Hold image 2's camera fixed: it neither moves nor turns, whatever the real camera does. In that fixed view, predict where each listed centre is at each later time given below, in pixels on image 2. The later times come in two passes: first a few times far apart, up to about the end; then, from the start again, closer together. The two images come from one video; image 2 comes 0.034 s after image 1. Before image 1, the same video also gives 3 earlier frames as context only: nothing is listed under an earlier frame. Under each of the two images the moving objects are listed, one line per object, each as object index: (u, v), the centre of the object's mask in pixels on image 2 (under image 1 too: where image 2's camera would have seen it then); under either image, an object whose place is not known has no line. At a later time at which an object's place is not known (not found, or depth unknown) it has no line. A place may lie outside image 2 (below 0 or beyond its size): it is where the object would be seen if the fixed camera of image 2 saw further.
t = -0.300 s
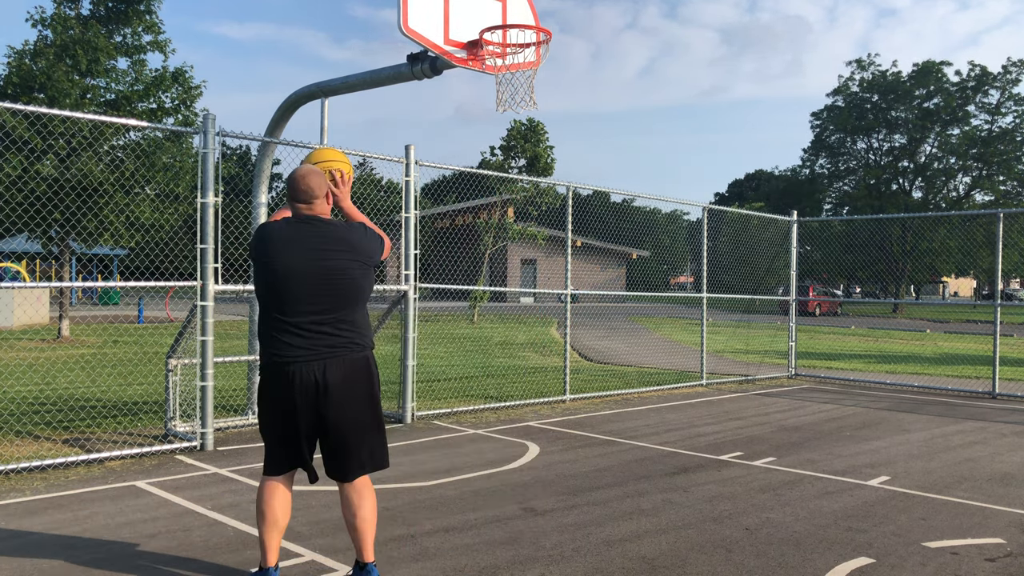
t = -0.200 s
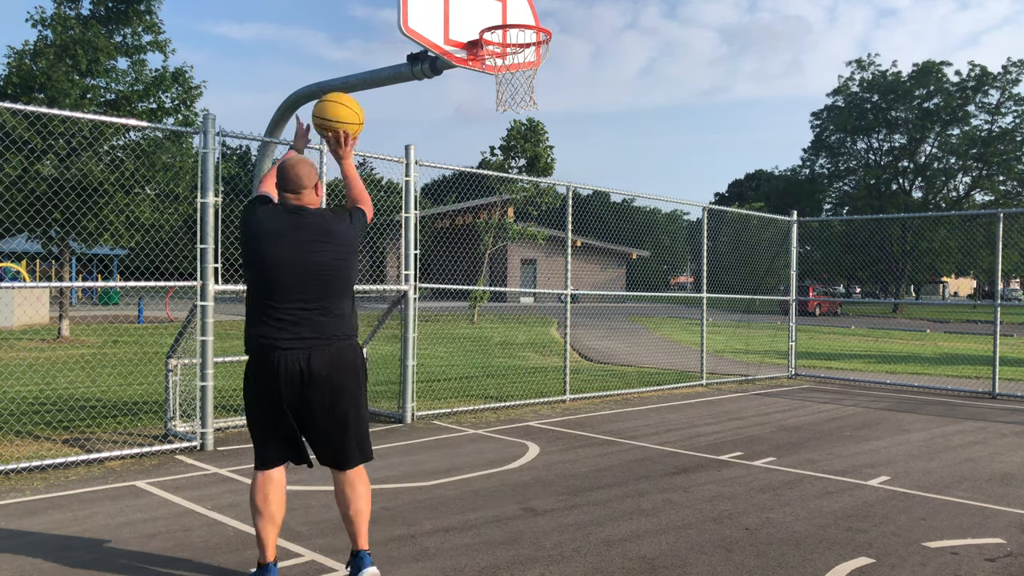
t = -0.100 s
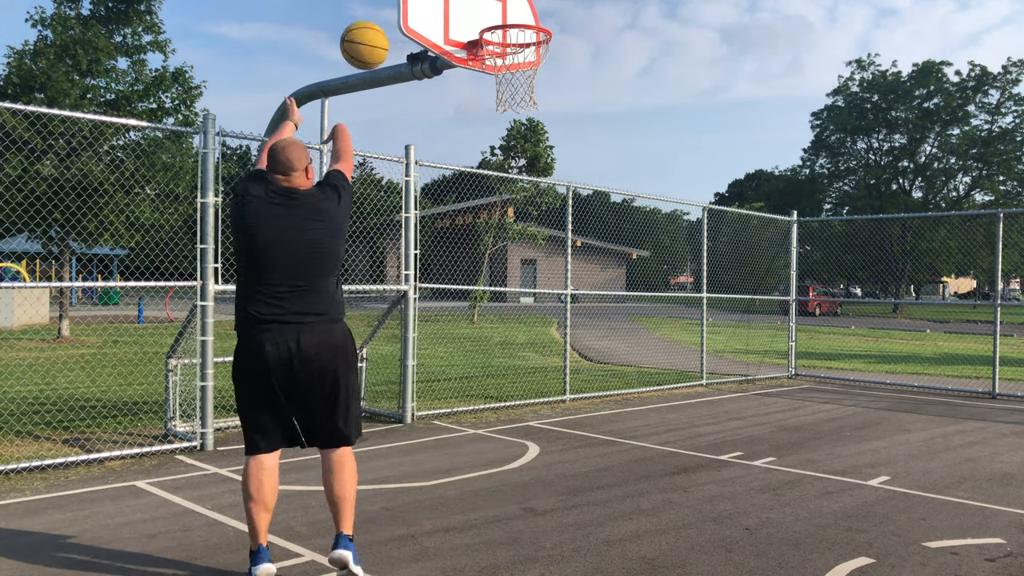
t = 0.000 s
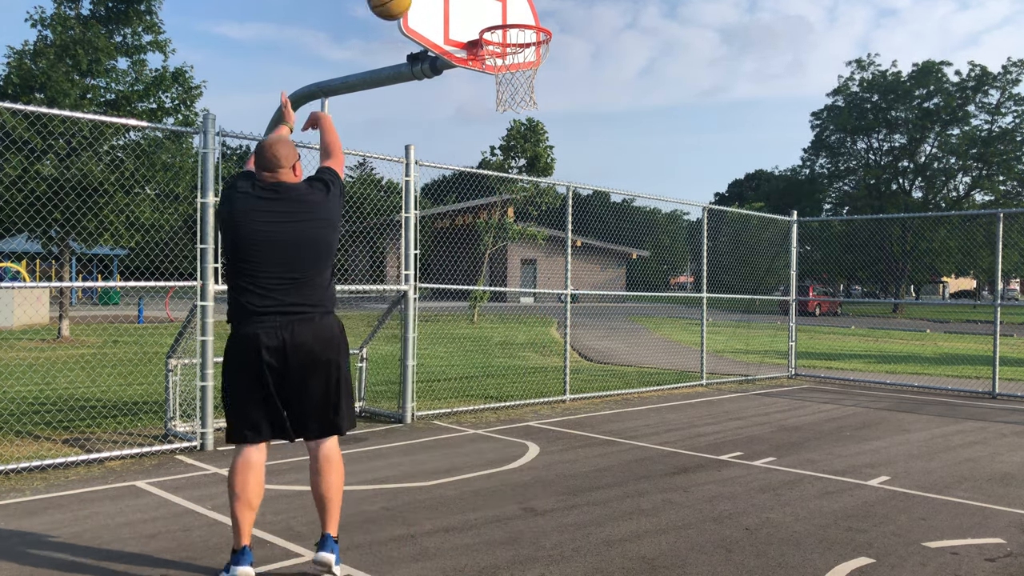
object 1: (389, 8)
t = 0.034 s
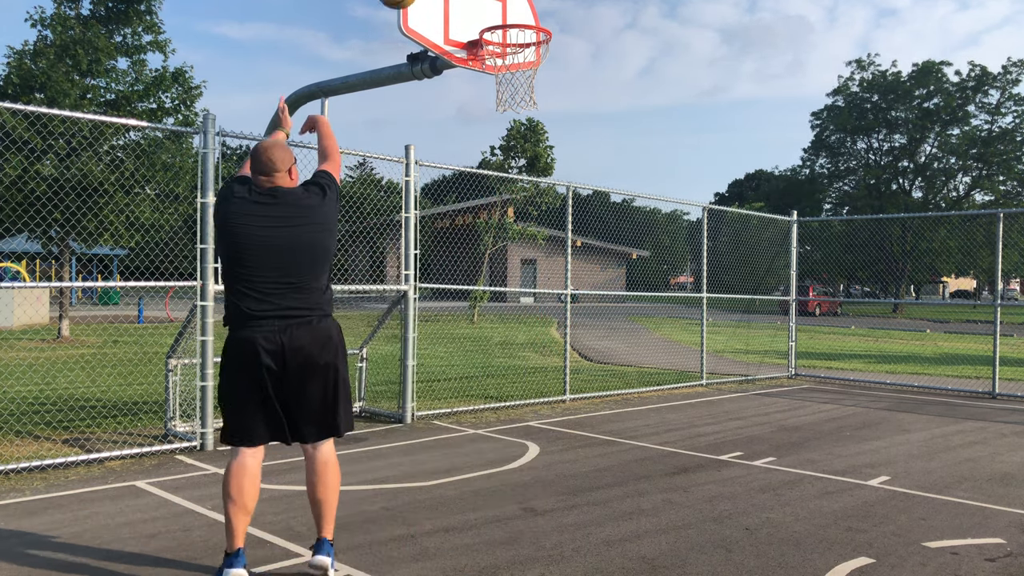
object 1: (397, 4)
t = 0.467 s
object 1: (485, 14)
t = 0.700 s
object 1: (552, 84)
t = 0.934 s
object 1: (587, 153)
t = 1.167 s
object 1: (623, 311)
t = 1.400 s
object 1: (647, 435)
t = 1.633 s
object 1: (627, 282)
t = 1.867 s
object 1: (608, 211)
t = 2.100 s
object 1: (586, 228)
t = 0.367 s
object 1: (459, 4)
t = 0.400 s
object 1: (462, 7)
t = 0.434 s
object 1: (474, 10)
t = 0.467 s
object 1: (485, 14)
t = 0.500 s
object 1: (496, 24)
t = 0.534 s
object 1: (507, 37)
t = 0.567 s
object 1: (518, 50)
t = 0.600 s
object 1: (529, 65)
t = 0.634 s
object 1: (539, 75)
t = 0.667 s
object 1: (547, 81)
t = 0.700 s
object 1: (552, 84)
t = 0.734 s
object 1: (557, 88)
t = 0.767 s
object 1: (562, 95)
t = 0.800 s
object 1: (567, 103)
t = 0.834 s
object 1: (572, 113)
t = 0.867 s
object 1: (577, 124)
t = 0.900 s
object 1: (582, 138)
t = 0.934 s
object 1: (587, 153)
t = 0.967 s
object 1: (592, 170)
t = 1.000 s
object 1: (597, 189)
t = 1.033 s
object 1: (602, 209)
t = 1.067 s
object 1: (608, 232)
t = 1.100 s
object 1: (613, 256)
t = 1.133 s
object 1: (618, 283)
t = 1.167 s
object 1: (623, 311)
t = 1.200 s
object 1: (629, 342)
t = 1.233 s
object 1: (634, 375)
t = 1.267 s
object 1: (640, 410)
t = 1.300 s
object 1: (646, 447)
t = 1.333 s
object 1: (652, 486)
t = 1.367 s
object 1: (649, 463)
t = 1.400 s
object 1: (647, 435)
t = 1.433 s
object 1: (645, 409)
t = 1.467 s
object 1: (641, 383)
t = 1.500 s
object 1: (639, 360)
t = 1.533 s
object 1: (636, 338)
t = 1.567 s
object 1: (633, 318)
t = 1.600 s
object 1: (631, 299)
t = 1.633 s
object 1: (627, 282)
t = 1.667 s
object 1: (625, 267)
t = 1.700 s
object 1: (622, 253)
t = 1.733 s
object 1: (620, 242)
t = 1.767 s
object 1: (617, 231)
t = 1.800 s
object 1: (614, 223)
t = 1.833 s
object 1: (611, 216)
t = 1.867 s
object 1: (608, 211)
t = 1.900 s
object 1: (605, 208)
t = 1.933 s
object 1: (602, 207)
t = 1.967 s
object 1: (599, 207)
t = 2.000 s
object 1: (596, 210)
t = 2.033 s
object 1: (593, 213)
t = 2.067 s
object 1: (590, 219)
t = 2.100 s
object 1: (586, 228)
